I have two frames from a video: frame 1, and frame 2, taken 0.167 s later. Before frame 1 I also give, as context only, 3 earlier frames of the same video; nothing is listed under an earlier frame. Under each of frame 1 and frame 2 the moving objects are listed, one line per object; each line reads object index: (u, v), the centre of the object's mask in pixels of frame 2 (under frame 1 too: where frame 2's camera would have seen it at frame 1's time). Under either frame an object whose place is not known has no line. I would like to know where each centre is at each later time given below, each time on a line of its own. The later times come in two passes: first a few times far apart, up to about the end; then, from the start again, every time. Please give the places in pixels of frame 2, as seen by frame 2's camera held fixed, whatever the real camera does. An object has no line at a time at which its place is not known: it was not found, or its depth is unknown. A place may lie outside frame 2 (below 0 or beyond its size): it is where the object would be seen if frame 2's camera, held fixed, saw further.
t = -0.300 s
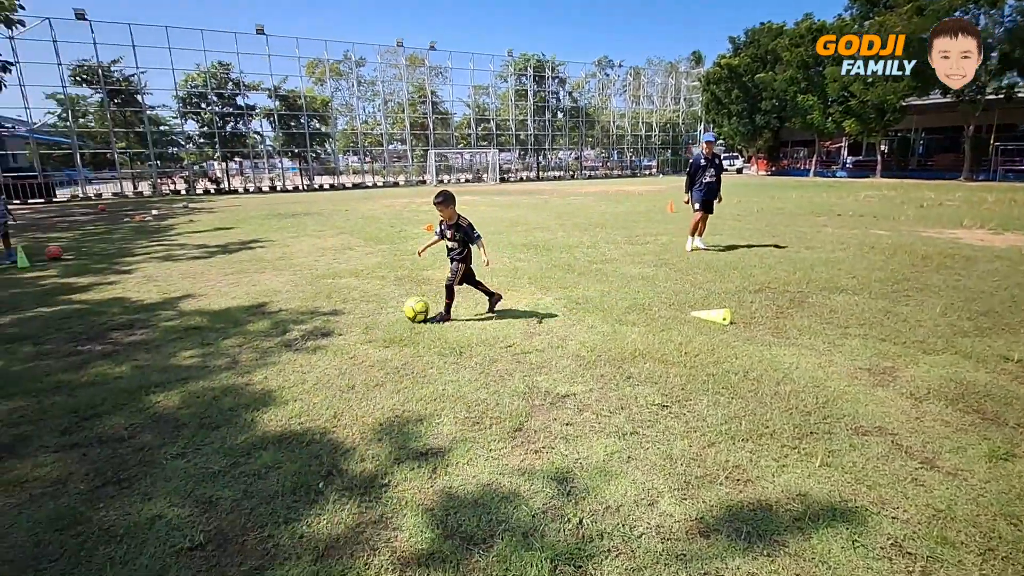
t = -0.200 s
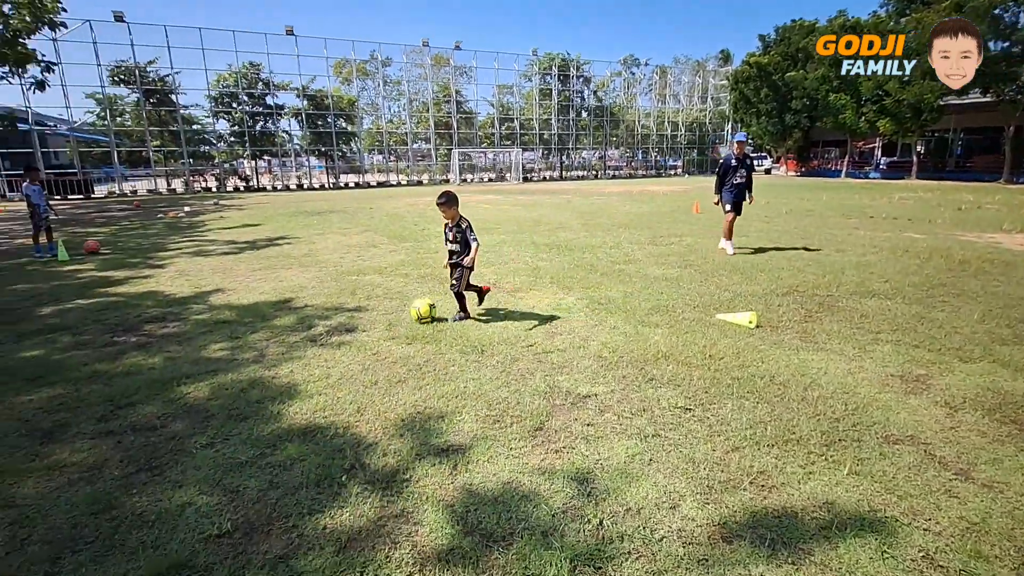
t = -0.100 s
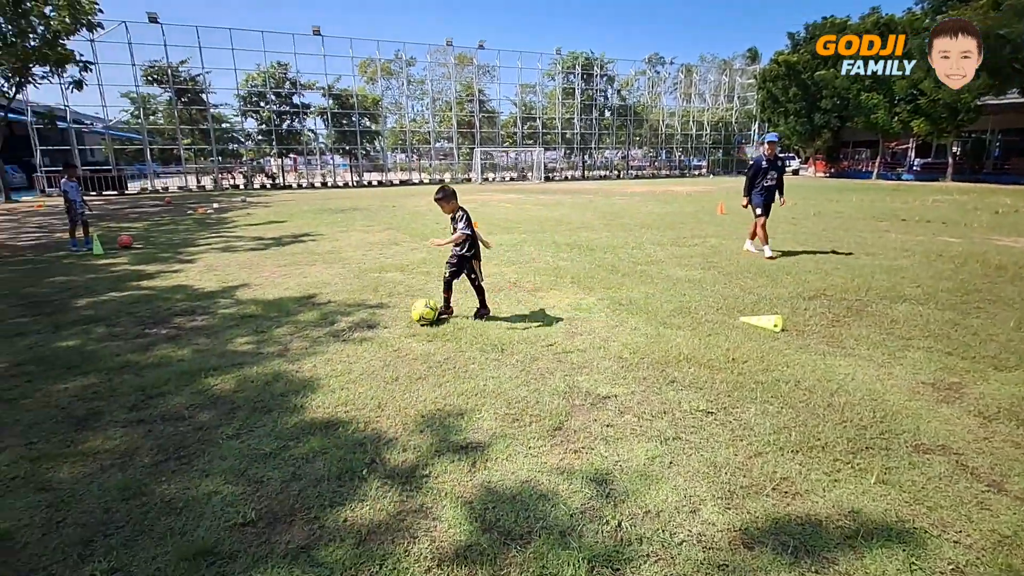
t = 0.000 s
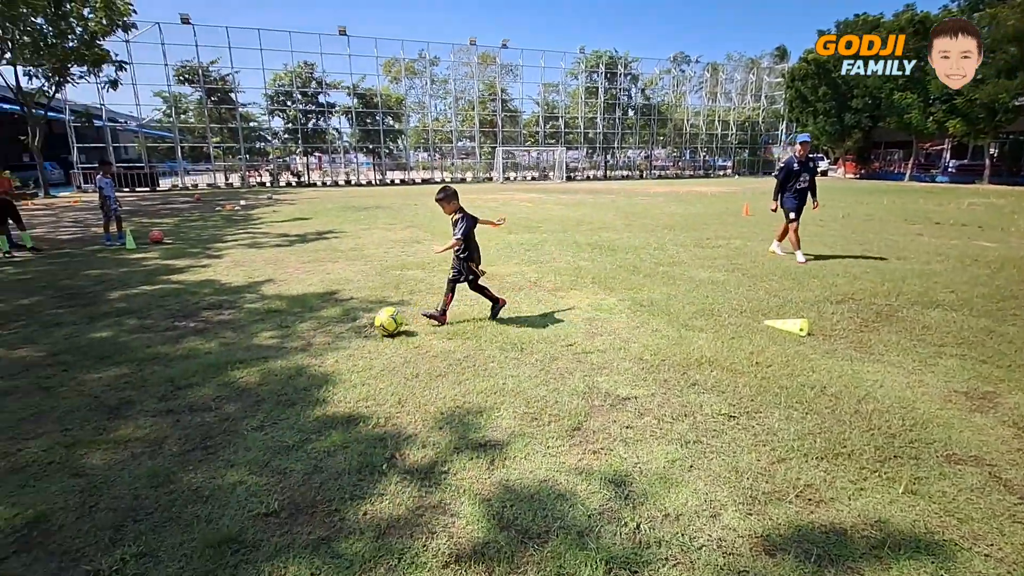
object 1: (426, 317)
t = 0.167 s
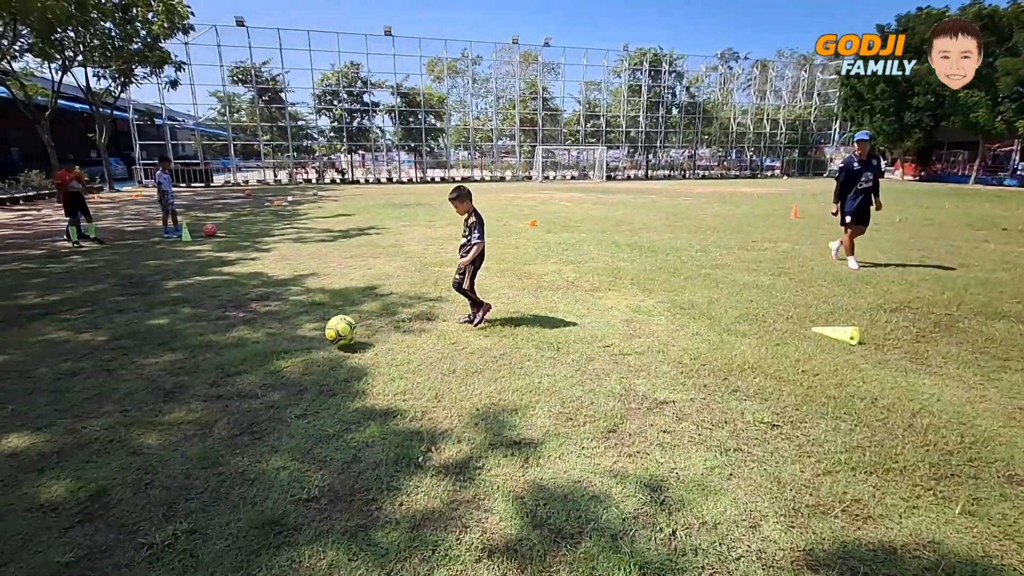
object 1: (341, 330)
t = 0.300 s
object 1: (283, 338)
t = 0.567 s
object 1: (173, 362)
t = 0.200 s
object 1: (323, 334)
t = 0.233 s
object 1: (307, 337)
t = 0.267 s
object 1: (295, 338)
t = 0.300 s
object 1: (283, 338)
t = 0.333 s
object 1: (270, 340)
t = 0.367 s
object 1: (257, 345)
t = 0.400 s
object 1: (243, 350)
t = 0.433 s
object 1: (229, 352)
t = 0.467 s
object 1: (216, 353)
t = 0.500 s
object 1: (202, 356)
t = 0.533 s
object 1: (189, 360)
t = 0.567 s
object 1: (173, 362)
